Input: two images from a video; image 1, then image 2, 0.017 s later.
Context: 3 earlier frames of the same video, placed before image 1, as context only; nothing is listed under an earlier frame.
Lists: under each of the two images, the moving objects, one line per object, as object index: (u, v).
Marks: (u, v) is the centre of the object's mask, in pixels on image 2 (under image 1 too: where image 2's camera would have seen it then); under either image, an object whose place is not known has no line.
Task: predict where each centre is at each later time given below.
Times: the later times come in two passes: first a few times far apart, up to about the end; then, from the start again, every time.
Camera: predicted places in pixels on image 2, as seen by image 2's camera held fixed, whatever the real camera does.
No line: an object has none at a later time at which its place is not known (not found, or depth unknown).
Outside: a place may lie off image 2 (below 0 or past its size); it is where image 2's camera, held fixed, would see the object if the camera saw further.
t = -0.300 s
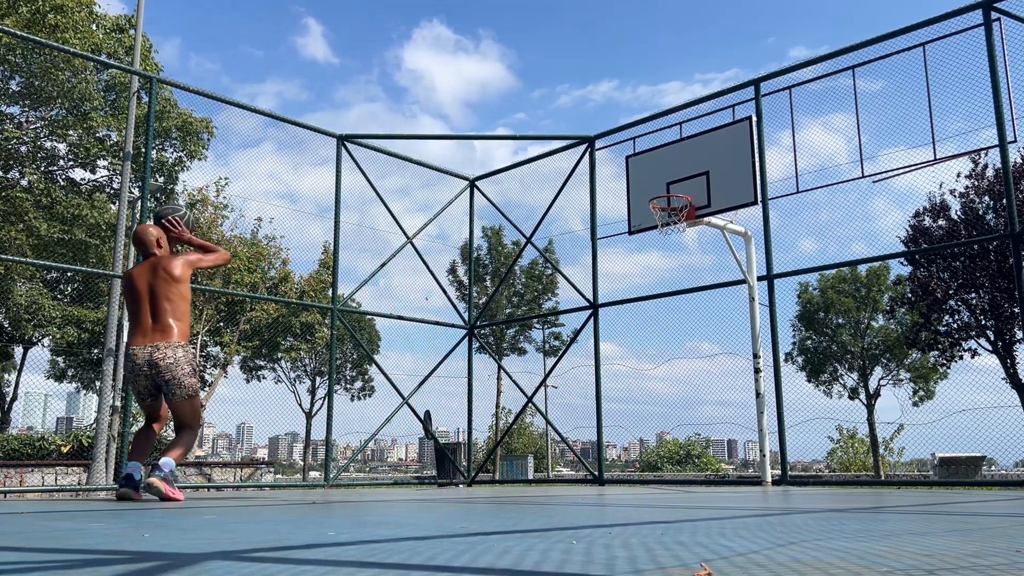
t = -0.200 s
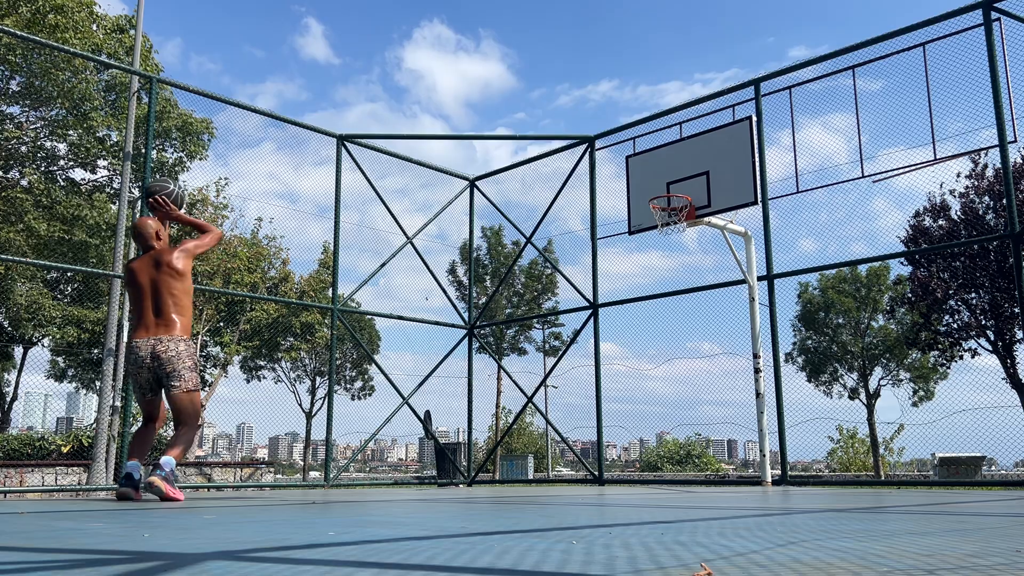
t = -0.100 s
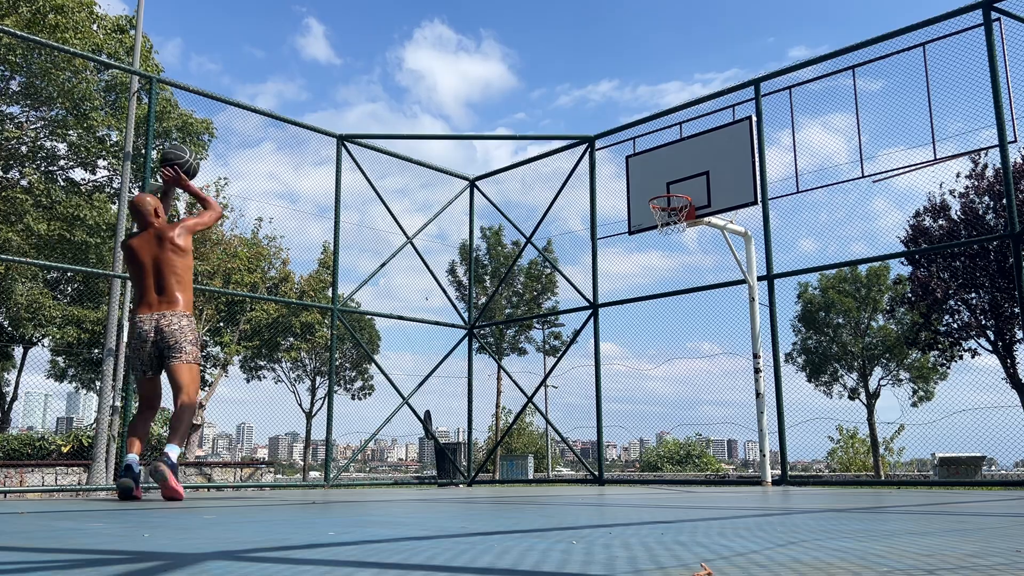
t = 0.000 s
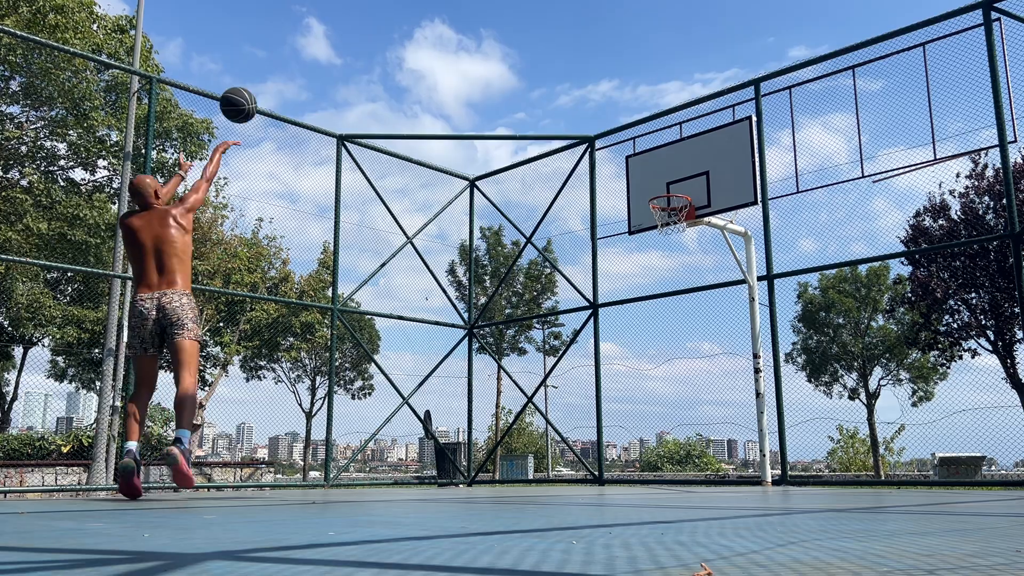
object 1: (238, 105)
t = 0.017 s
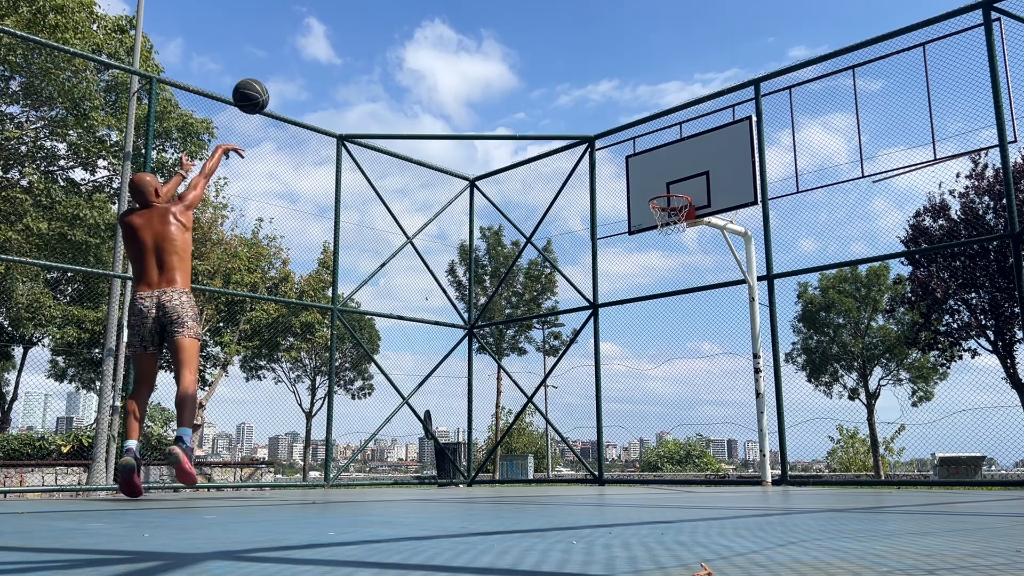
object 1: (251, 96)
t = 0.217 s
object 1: (374, 32)
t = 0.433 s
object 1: (474, 21)
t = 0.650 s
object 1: (553, 52)
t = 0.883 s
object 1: (623, 117)
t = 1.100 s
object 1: (676, 205)
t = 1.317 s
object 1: (619, 261)
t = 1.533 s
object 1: (563, 351)
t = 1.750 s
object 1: (505, 470)
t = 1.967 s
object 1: (468, 358)
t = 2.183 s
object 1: (429, 291)
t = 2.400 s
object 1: (388, 267)
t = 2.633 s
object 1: (341, 288)
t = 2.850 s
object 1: (291, 358)
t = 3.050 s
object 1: (241, 472)
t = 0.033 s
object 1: (263, 88)
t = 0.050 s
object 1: (274, 81)
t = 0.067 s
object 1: (285, 74)
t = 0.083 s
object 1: (296, 67)
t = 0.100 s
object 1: (307, 61)
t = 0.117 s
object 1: (317, 56)
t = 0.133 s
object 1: (327, 51)
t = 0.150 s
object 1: (337, 47)
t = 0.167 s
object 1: (347, 42)
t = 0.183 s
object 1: (356, 39)
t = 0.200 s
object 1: (365, 36)
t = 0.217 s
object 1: (374, 32)
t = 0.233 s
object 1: (383, 30)
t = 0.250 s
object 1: (392, 27)
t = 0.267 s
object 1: (400, 25)
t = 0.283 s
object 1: (408, 24)
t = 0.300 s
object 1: (416, 22)
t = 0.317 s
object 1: (424, 21)
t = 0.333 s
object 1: (431, 20)
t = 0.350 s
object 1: (439, 20)
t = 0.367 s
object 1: (446, 19)
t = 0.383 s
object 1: (453, 19)
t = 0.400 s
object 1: (460, 20)
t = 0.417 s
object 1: (467, 20)
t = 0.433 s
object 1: (474, 21)
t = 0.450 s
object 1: (481, 22)
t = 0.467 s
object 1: (487, 24)
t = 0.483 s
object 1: (494, 25)
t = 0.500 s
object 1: (500, 27)
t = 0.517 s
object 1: (506, 29)
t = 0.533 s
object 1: (512, 31)
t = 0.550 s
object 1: (518, 34)
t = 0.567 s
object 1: (524, 36)
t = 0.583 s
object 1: (530, 39)
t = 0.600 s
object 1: (536, 42)
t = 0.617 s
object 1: (542, 45)
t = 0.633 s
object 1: (547, 49)
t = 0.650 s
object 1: (553, 52)
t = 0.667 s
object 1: (558, 56)
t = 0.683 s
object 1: (564, 60)
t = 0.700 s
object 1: (569, 64)
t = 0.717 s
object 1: (574, 68)
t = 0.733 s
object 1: (579, 72)
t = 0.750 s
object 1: (584, 77)
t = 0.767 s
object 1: (589, 81)
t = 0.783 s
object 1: (594, 86)
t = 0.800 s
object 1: (599, 91)
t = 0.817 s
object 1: (604, 96)
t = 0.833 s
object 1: (609, 101)
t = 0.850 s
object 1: (614, 107)
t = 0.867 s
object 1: (618, 113)
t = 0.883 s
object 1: (623, 117)
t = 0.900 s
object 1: (628, 124)
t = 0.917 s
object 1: (632, 130)
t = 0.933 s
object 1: (636, 137)
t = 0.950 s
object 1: (641, 143)
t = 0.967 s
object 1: (646, 149)
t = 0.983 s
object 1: (650, 156)
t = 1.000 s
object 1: (654, 163)
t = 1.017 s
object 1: (659, 170)
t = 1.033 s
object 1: (663, 177)
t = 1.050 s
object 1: (668, 184)
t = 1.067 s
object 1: (671, 188)
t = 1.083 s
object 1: (677, 192)
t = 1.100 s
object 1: (676, 205)
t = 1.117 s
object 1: (672, 209)
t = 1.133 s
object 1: (668, 215)
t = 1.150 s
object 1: (661, 219)
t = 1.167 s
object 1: (656, 225)
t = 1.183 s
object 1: (653, 228)
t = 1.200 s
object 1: (649, 231)
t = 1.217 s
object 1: (645, 234)
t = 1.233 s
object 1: (640, 238)
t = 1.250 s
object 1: (636, 242)
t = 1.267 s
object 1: (632, 246)
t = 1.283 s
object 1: (628, 251)
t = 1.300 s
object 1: (624, 256)
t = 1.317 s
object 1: (619, 261)
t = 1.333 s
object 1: (615, 266)
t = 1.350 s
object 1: (611, 272)
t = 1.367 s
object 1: (606, 278)
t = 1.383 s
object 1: (603, 284)
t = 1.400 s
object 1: (598, 290)
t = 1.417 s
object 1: (594, 297)
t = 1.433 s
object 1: (589, 304)
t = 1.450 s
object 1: (585, 311)
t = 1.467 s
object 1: (581, 318)
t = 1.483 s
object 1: (576, 326)
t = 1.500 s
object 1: (572, 334)
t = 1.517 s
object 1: (567, 342)
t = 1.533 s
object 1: (563, 351)
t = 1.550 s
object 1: (559, 359)
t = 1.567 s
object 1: (555, 369)
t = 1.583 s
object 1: (550, 378)
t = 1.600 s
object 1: (546, 388)
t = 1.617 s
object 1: (542, 398)
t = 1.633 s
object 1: (536, 409)
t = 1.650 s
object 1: (532, 419)
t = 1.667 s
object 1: (528, 431)
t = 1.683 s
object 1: (522, 443)
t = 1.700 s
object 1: (519, 455)
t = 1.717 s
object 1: (513, 467)
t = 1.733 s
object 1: (510, 478)
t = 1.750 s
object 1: (505, 470)
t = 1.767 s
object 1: (505, 459)
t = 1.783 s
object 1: (502, 449)
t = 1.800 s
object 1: (498, 439)
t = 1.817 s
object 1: (494, 429)
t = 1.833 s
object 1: (492, 420)
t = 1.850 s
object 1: (489, 411)
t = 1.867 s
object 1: (486, 403)
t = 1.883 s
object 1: (483, 395)
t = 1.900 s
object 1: (480, 387)
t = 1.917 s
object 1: (477, 379)
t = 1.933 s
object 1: (474, 371)
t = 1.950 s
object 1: (471, 365)
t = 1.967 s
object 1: (468, 358)
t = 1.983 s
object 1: (465, 352)
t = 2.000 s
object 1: (462, 345)
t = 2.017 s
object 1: (459, 338)
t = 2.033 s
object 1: (456, 333)
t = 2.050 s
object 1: (453, 327)
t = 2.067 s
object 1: (450, 322)
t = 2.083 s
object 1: (447, 317)
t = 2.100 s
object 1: (444, 312)
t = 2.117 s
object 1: (441, 307)
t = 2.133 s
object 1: (438, 303)
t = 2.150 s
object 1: (435, 299)
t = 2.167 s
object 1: (432, 295)
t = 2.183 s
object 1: (429, 291)
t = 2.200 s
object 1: (426, 288)
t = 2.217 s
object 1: (423, 285)
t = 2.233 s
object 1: (420, 282)
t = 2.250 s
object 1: (416, 279)
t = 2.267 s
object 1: (413, 277)
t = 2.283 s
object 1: (410, 275)
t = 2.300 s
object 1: (407, 273)
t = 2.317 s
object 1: (404, 271)
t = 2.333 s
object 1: (401, 270)
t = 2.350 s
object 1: (398, 268)
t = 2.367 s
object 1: (394, 268)
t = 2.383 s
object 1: (391, 267)
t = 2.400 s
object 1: (388, 267)
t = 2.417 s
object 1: (384, 266)
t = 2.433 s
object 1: (381, 267)
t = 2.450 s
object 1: (378, 267)
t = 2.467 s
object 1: (374, 268)
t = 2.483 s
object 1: (371, 269)
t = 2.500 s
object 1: (368, 270)
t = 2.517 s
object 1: (364, 271)
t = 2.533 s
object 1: (361, 273)
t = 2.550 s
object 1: (358, 274)
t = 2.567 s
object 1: (355, 276)
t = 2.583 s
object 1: (351, 279)
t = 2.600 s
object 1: (348, 282)
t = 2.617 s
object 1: (344, 285)
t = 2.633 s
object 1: (341, 288)
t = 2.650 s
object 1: (337, 291)
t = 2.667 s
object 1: (334, 295)
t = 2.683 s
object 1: (329, 299)
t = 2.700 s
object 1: (326, 303)
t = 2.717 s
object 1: (323, 309)
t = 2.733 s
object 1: (319, 314)
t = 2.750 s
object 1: (314, 319)
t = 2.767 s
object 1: (311, 324)
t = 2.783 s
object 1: (306, 331)
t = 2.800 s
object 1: (303, 337)
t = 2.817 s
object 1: (299, 343)
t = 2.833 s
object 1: (295, 351)
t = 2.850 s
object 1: (291, 358)
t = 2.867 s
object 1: (287, 365)
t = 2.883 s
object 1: (284, 374)
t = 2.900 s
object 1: (279, 381)
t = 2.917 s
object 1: (275, 390)
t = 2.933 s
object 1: (271, 399)
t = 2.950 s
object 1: (267, 408)
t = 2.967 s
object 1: (263, 418)
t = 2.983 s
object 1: (258, 428)
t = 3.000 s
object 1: (254, 438)
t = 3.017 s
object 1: (250, 449)
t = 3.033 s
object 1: (245, 460)
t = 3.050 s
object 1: (241, 472)
